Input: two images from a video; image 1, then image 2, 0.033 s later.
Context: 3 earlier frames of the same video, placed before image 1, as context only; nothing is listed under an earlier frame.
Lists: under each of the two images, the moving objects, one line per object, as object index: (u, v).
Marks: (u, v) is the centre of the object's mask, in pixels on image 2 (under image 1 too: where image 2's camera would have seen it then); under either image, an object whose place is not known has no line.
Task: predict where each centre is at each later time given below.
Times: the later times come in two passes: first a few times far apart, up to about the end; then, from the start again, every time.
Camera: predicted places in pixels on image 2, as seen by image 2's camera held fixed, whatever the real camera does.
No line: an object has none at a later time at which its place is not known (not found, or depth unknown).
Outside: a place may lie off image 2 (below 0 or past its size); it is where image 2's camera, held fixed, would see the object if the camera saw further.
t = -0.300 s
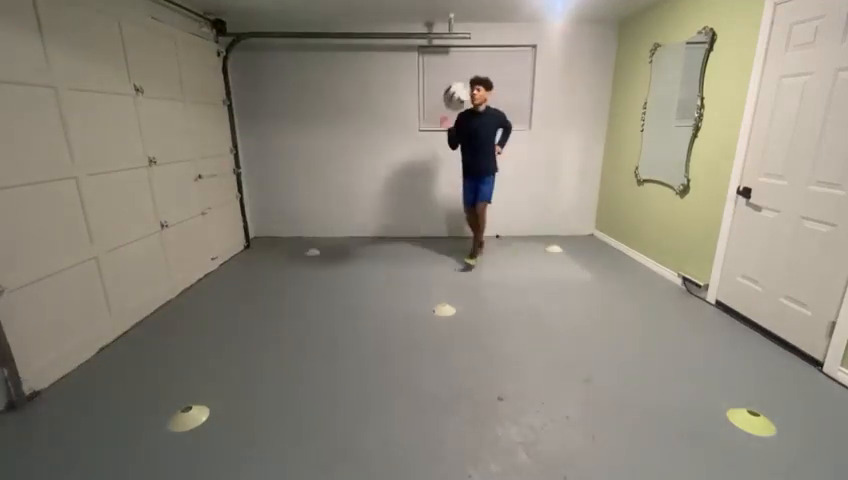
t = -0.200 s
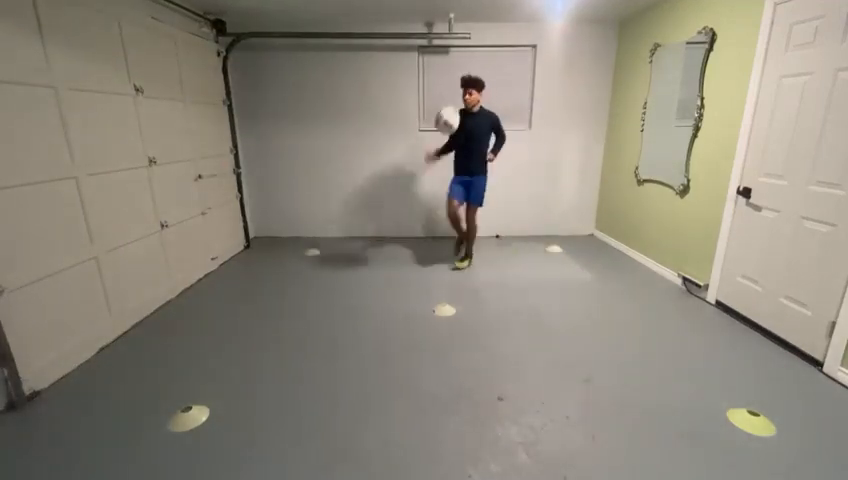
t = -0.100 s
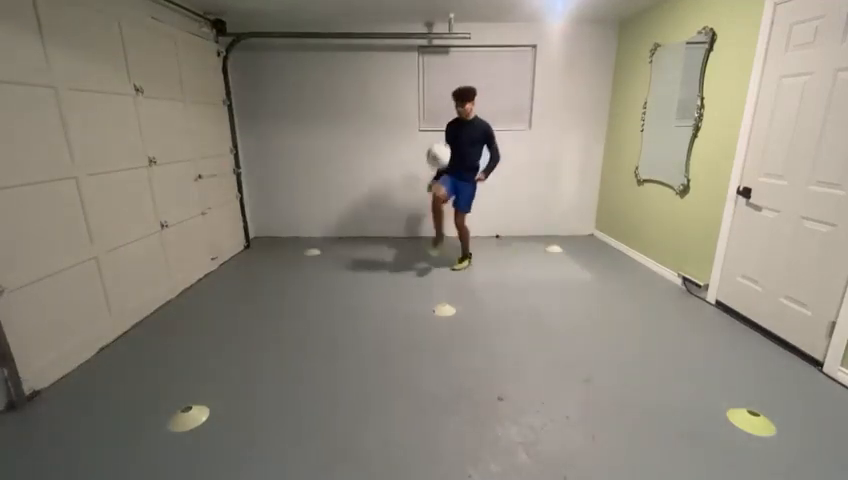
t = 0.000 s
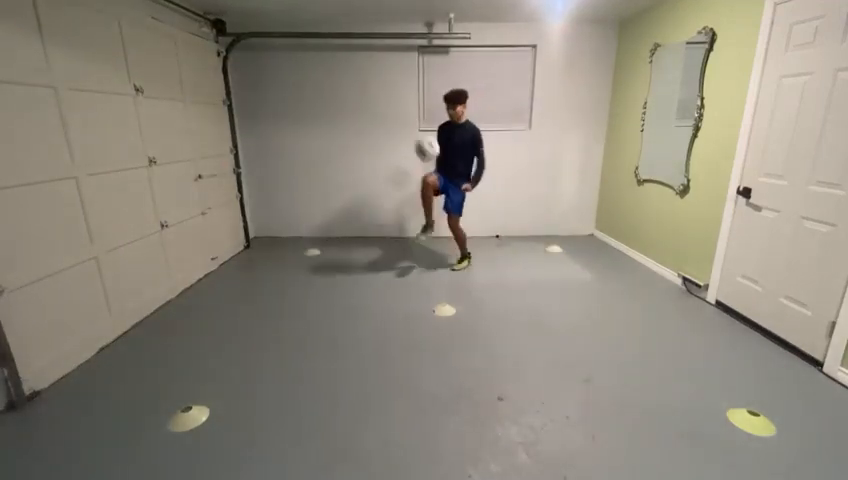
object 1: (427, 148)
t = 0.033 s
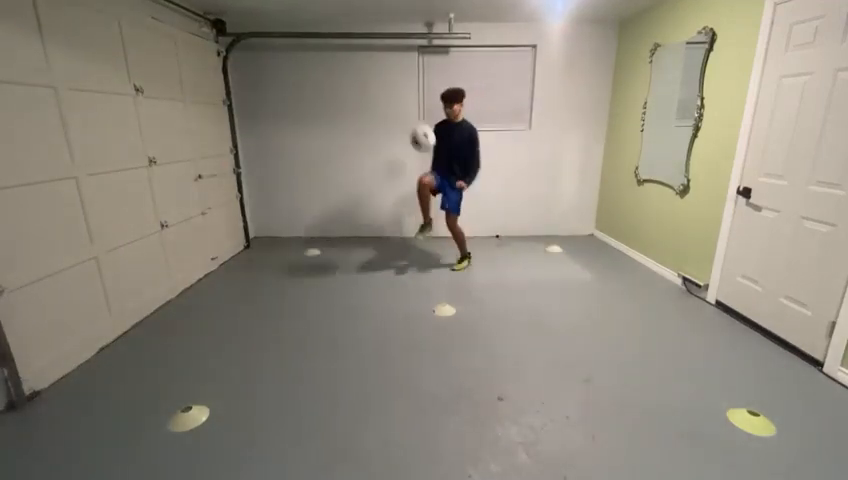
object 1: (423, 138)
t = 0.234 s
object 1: (393, 103)
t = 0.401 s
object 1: (367, 111)
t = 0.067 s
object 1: (418, 130)
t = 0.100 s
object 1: (413, 122)
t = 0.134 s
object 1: (409, 115)
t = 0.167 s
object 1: (403, 110)
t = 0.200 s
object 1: (398, 106)
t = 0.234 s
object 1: (393, 103)
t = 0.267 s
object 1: (388, 101)
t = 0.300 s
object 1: (383, 101)
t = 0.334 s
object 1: (378, 103)
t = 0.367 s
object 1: (372, 106)
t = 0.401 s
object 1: (367, 111)
